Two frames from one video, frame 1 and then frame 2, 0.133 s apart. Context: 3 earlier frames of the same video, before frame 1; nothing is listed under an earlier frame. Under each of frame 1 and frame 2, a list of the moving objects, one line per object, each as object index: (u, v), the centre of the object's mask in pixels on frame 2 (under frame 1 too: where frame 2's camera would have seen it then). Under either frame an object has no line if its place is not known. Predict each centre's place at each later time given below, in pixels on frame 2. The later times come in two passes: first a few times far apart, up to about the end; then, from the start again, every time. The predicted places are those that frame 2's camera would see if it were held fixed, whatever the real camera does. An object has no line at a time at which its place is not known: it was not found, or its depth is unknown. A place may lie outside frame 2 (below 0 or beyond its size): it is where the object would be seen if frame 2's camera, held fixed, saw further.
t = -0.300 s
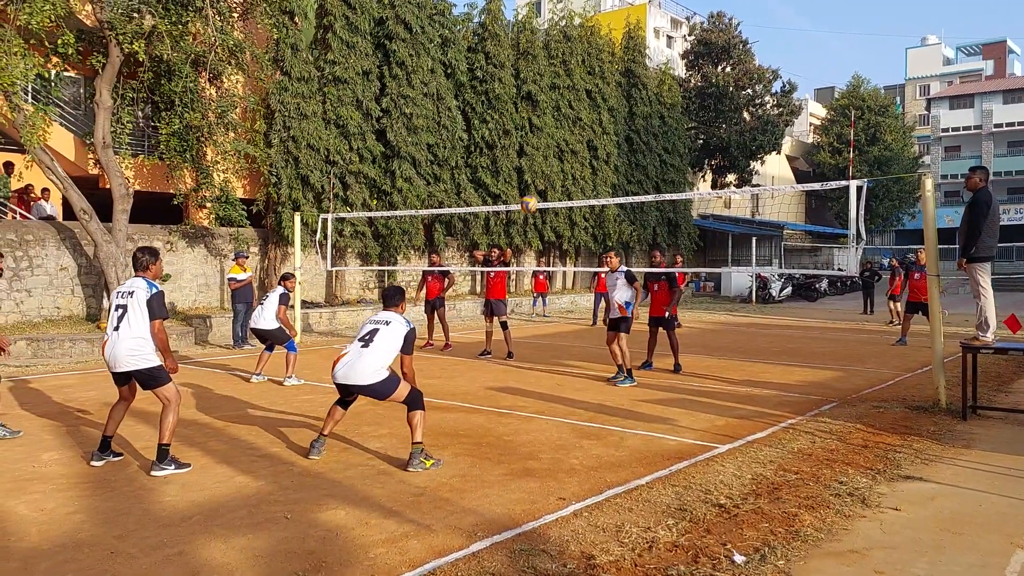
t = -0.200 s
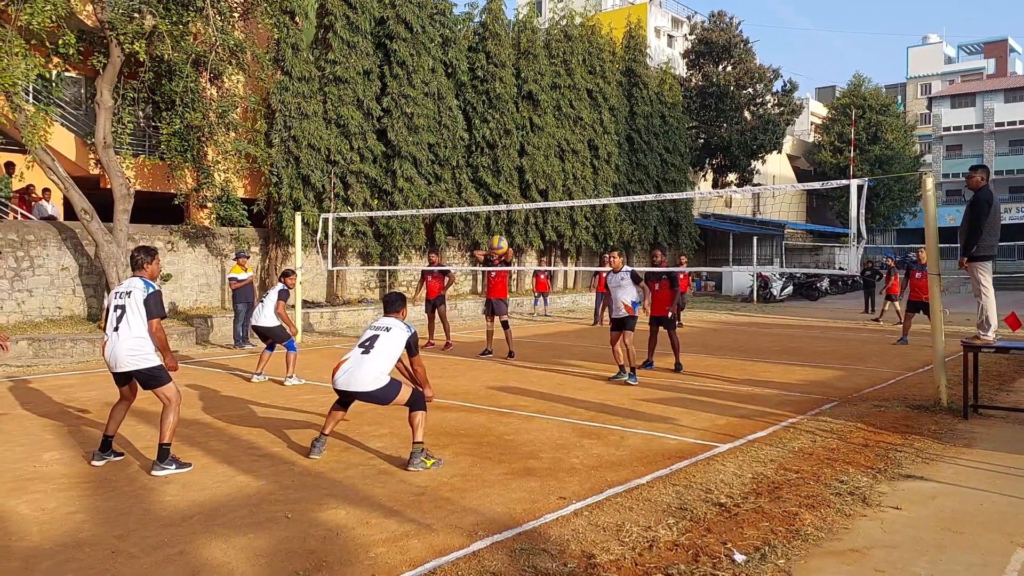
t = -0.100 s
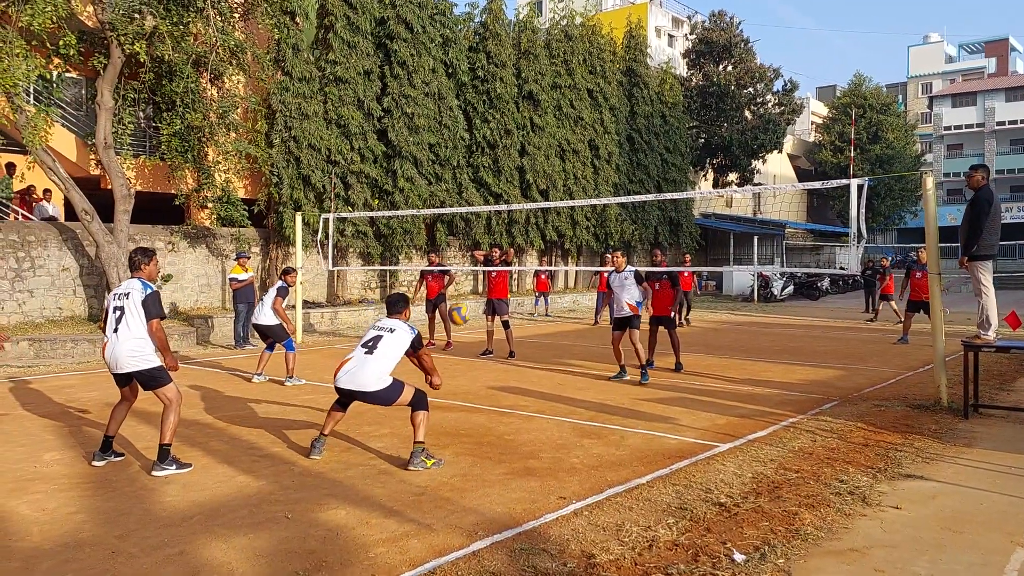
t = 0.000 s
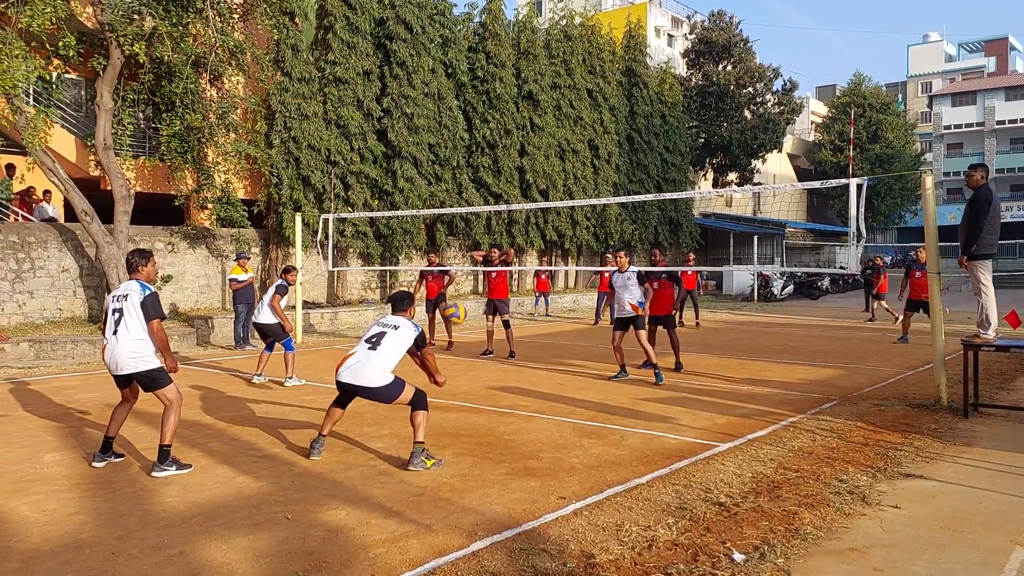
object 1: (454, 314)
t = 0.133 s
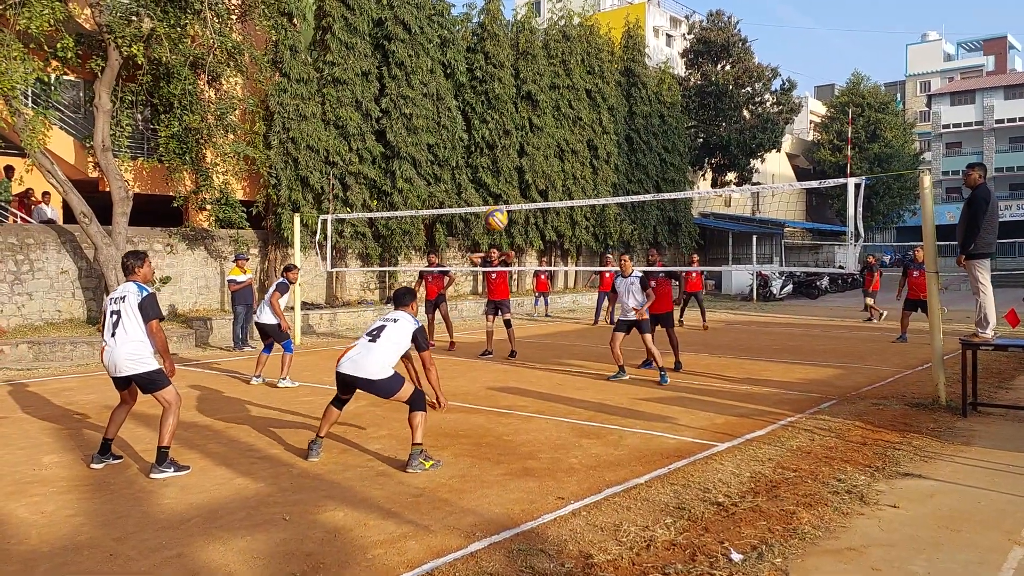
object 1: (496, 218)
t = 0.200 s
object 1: (516, 179)
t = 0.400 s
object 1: (576, 91)
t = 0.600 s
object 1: (636, 47)
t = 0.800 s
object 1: (693, 50)
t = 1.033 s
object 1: (761, 106)
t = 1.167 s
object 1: (798, 166)
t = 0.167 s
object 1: (506, 198)
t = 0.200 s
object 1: (516, 179)
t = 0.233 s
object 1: (526, 161)
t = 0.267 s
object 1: (536, 144)
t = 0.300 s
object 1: (546, 129)
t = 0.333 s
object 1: (556, 115)
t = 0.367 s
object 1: (566, 102)
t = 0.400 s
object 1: (576, 91)
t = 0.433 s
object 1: (587, 80)
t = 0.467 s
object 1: (596, 71)
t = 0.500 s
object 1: (606, 64)
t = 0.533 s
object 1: (615, 57)
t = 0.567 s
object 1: (625, 51)
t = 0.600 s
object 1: (636, 47)
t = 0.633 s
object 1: (645, 45)
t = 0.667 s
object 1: (654, 43)
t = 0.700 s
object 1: (664, 43)
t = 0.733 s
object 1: (674, 44)
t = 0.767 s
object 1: (684, 46)
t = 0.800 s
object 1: (693, 50)
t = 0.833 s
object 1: (703, 55)
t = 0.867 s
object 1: (713, 60)
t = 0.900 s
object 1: (723, 67)
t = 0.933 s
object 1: (731, 75)
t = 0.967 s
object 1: (741, 85)
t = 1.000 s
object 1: (751, 96)
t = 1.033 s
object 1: (761, 106)
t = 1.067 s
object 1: (769, 120)
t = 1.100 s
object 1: (779, 135)
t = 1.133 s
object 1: (788, 149)
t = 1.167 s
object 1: (798, 166)
